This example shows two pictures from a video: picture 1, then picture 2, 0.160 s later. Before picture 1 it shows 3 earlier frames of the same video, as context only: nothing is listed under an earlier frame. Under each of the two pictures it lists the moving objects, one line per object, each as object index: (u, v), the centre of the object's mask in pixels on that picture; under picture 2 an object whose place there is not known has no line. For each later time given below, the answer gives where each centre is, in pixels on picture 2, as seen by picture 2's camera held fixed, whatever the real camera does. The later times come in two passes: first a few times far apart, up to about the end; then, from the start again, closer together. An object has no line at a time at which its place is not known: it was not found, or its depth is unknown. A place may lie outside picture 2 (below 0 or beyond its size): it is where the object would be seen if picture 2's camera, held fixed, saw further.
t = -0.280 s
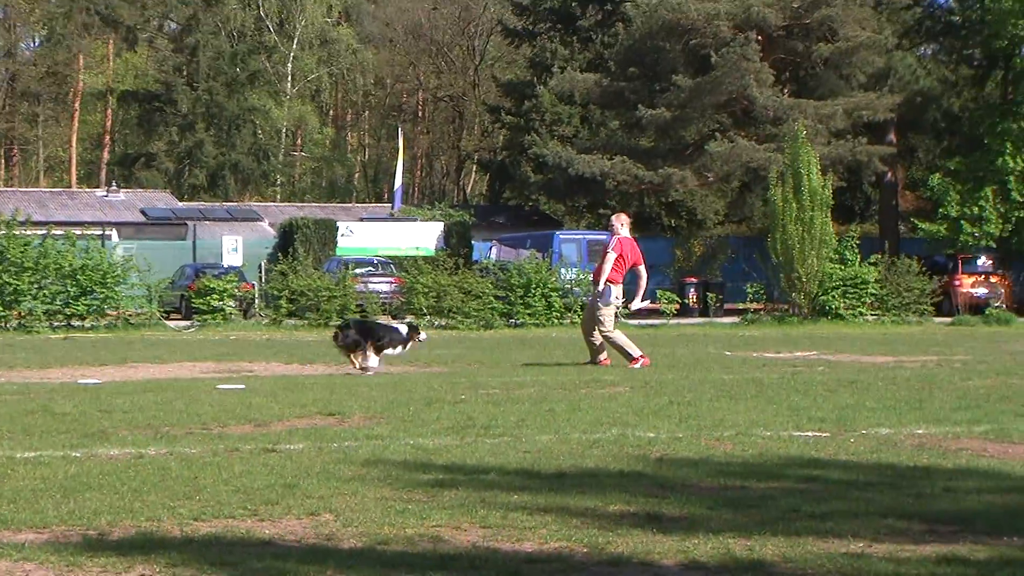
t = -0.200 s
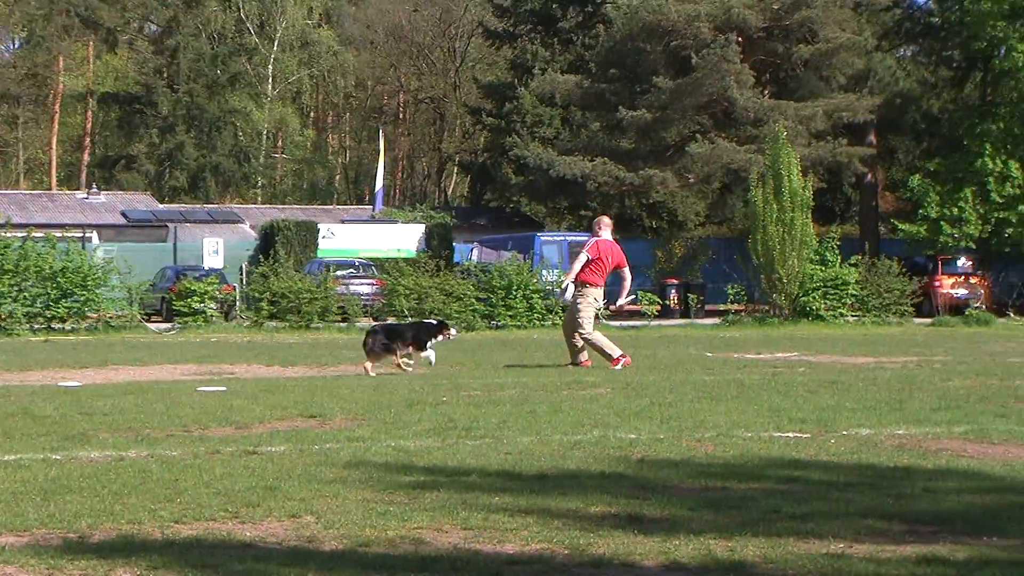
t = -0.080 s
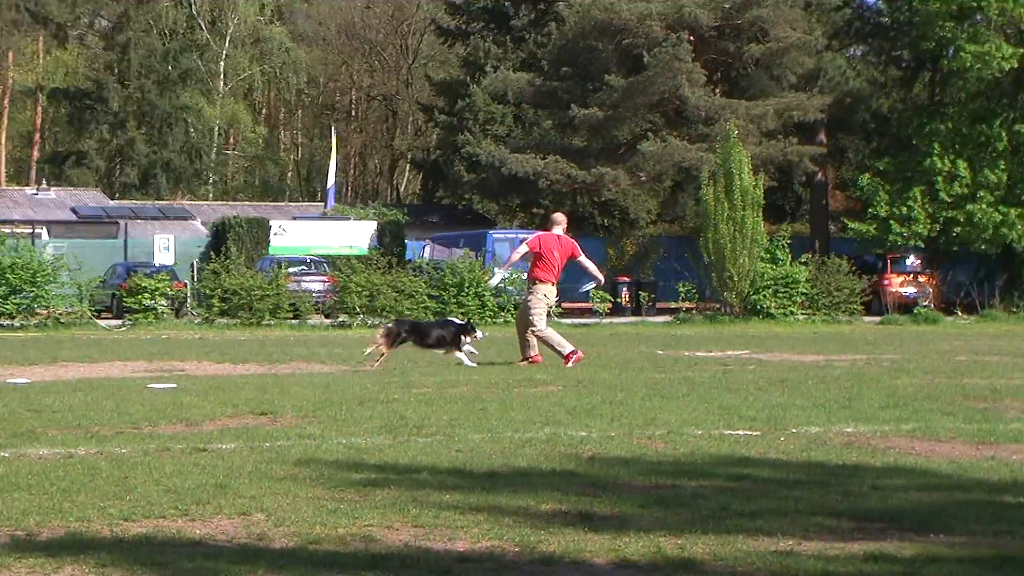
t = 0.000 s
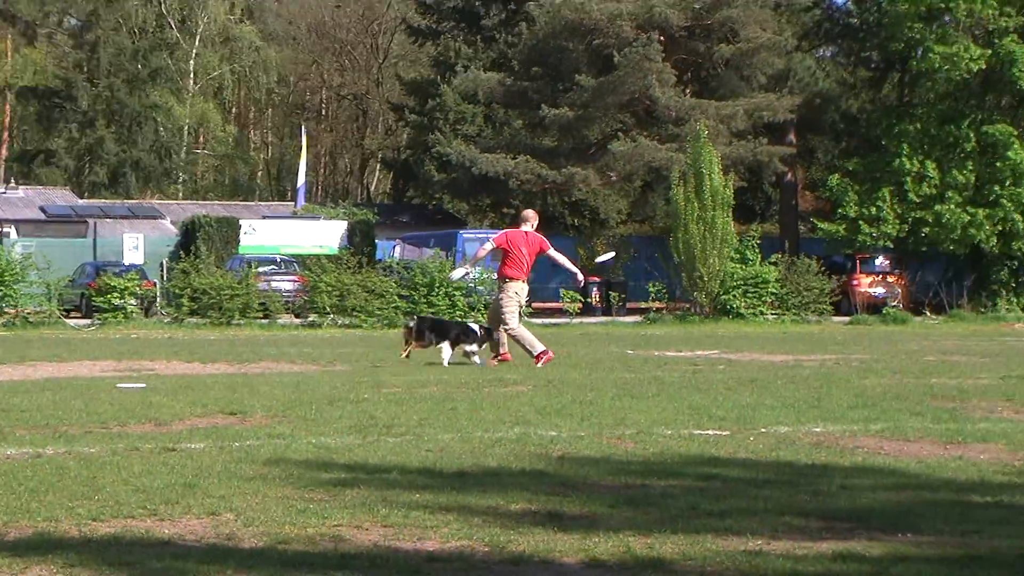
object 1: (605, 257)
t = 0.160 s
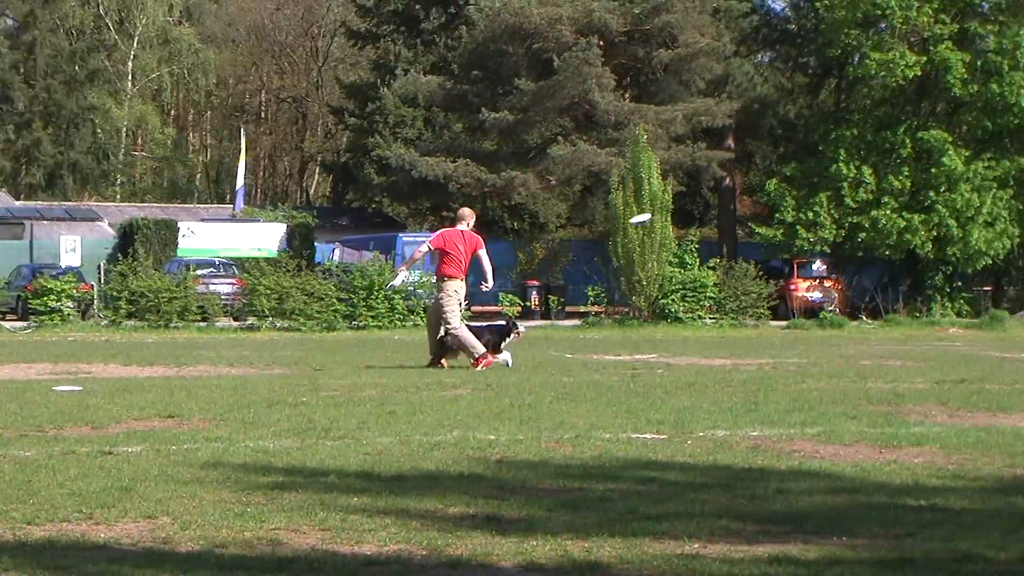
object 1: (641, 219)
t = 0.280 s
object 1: (710, 199)
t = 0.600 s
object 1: (887, 173)
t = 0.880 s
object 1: (1030, 171)
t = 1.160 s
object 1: (1167, 192)
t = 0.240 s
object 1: (687, 204)
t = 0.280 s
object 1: (710, 199)
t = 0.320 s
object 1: (733, 194)
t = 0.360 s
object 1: (756, 189)
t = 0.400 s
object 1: (778, 184)
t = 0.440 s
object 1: (800, 182)
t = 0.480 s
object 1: (822, 179)
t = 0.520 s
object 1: (843, 177)
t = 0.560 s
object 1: (865, 175)
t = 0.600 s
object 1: (887, 173)
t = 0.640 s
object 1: (908, 171)
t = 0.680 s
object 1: (928, 170)
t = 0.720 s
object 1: (948, 170)
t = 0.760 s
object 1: (969, 170)
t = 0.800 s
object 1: (989, 169)
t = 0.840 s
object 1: (1010, 170)
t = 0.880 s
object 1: (1030, 171)
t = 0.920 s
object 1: (1050, 172)
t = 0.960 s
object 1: (1070, 174)
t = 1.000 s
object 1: (1089, 177)
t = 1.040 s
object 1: (1109, 180)
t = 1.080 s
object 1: (1128, 183)
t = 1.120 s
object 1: (1147, 188)
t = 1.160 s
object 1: (1167, 192)
